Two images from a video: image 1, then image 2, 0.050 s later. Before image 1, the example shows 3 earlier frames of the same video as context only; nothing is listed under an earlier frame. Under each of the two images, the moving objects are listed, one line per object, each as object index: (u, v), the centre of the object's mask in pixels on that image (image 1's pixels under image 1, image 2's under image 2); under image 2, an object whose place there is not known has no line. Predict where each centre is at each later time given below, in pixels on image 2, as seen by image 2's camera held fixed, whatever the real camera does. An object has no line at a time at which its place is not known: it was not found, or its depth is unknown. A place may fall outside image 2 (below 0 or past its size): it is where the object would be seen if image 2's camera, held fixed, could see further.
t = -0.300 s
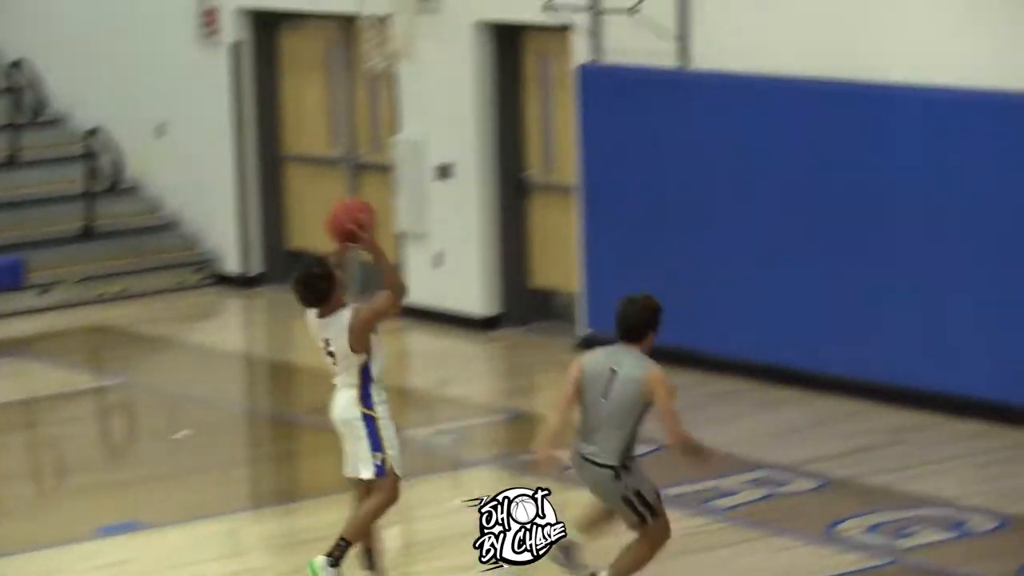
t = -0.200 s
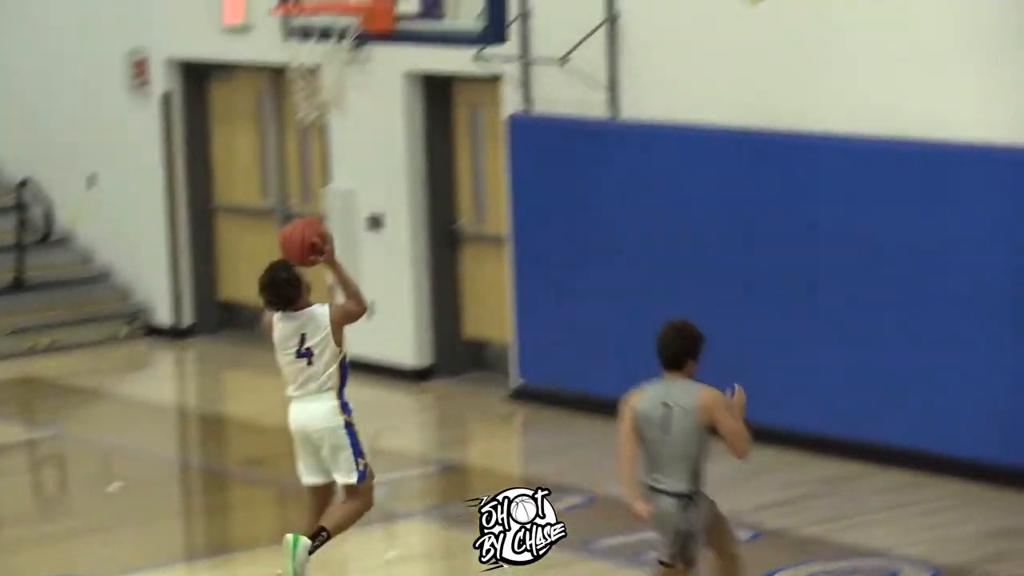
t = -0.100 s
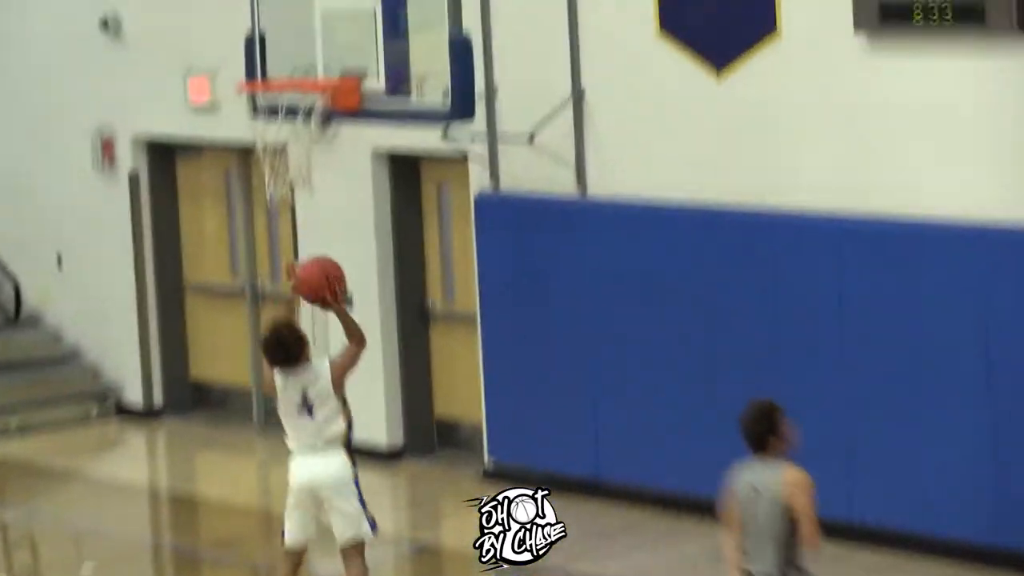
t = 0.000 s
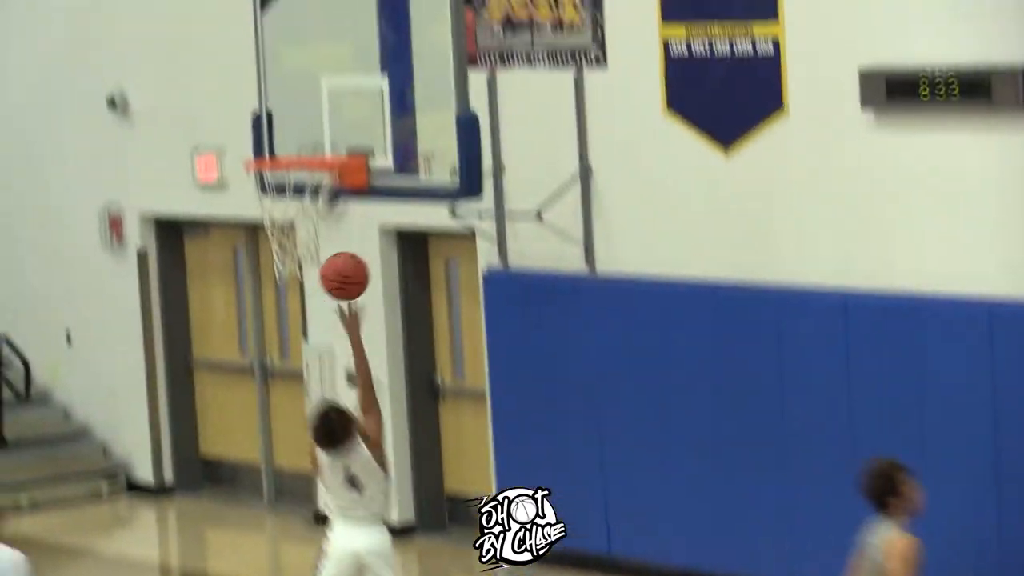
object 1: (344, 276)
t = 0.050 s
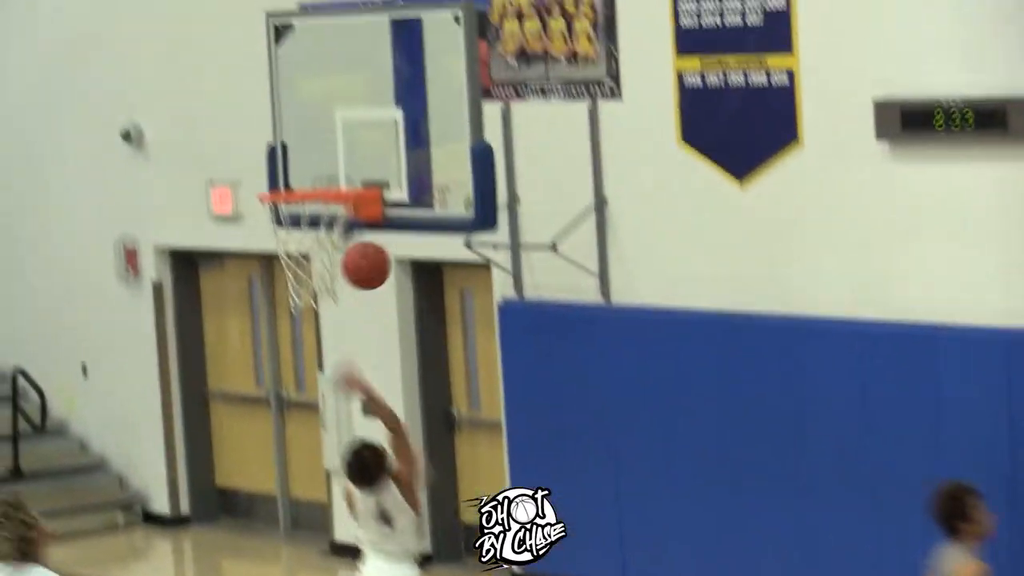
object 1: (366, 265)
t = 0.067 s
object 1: (367, 253)
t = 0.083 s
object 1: (369, 241)
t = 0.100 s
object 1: (371, 228)
